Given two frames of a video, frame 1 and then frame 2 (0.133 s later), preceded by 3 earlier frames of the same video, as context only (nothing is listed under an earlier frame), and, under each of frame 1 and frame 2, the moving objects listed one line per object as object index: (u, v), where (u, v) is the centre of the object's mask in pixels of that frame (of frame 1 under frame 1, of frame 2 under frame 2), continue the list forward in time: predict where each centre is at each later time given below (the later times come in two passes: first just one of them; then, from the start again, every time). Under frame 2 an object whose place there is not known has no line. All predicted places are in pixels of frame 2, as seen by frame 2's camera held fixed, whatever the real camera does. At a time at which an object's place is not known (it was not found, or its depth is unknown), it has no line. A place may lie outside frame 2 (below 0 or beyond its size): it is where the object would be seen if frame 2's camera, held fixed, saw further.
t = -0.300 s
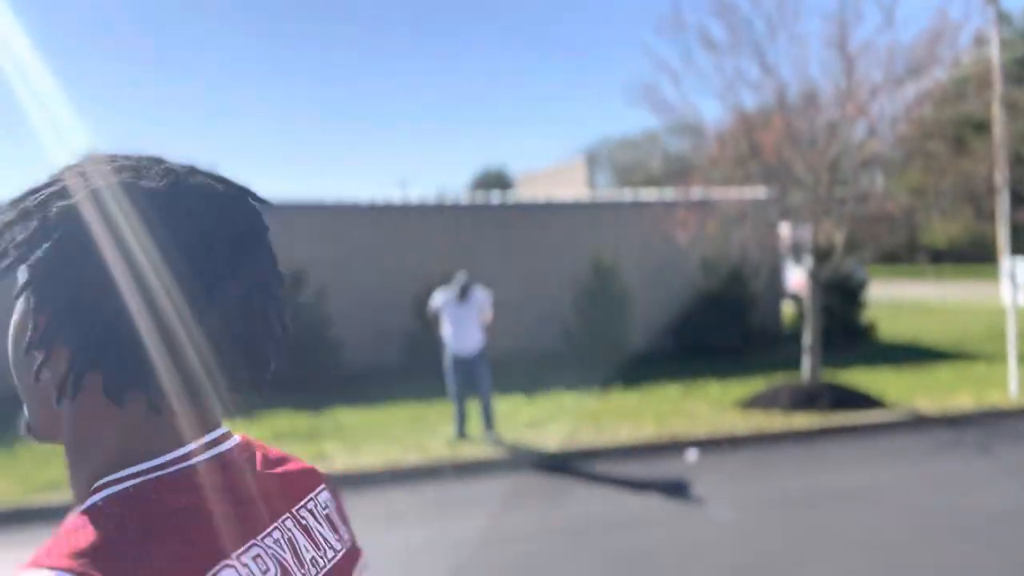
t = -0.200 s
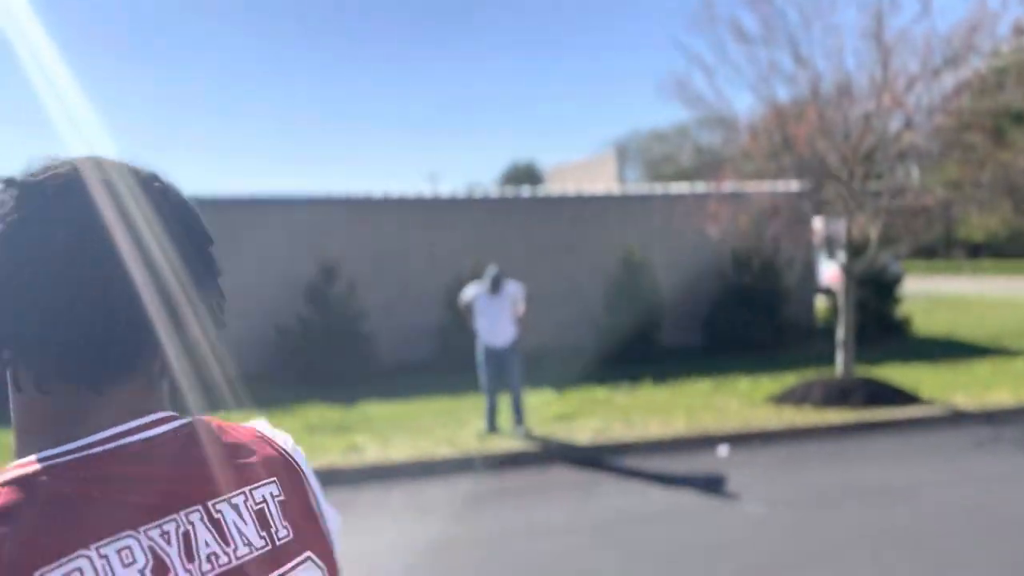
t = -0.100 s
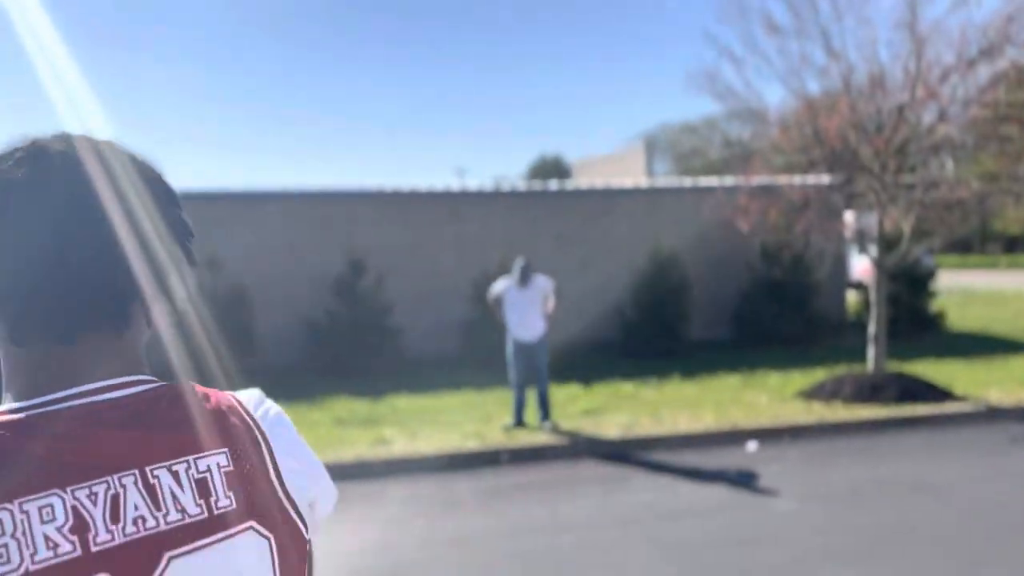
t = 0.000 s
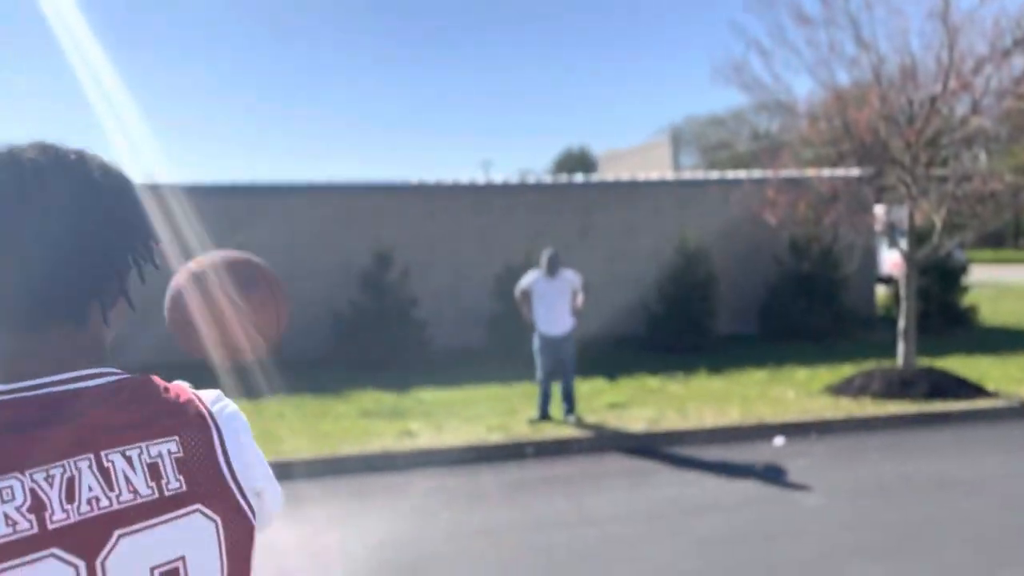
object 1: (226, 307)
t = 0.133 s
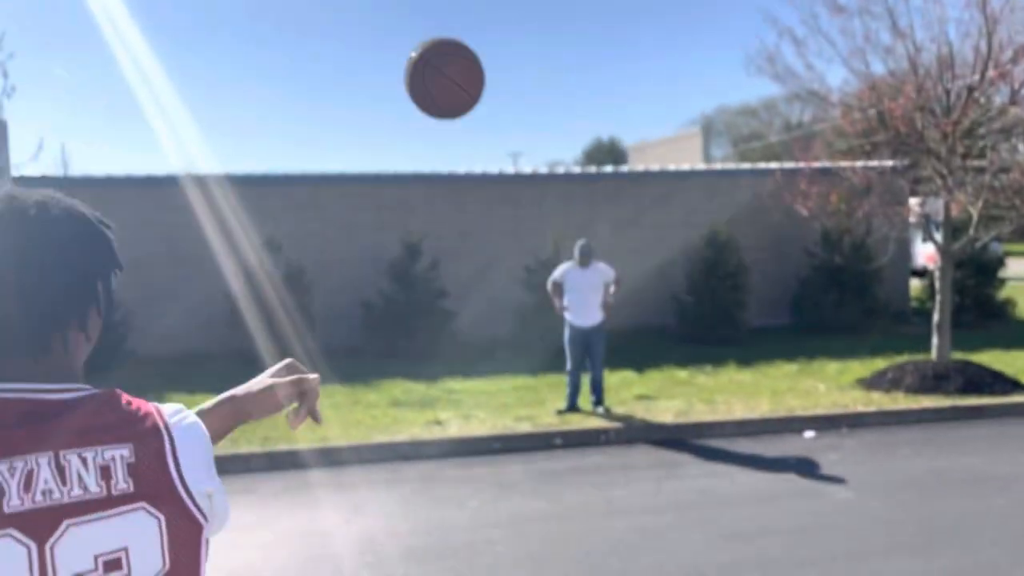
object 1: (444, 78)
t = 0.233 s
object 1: (520, 30)
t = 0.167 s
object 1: (474, 53)
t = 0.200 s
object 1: (498, 38)
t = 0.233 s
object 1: (520, 30)
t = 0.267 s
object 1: (541, 26)
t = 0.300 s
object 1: (558, 25)
